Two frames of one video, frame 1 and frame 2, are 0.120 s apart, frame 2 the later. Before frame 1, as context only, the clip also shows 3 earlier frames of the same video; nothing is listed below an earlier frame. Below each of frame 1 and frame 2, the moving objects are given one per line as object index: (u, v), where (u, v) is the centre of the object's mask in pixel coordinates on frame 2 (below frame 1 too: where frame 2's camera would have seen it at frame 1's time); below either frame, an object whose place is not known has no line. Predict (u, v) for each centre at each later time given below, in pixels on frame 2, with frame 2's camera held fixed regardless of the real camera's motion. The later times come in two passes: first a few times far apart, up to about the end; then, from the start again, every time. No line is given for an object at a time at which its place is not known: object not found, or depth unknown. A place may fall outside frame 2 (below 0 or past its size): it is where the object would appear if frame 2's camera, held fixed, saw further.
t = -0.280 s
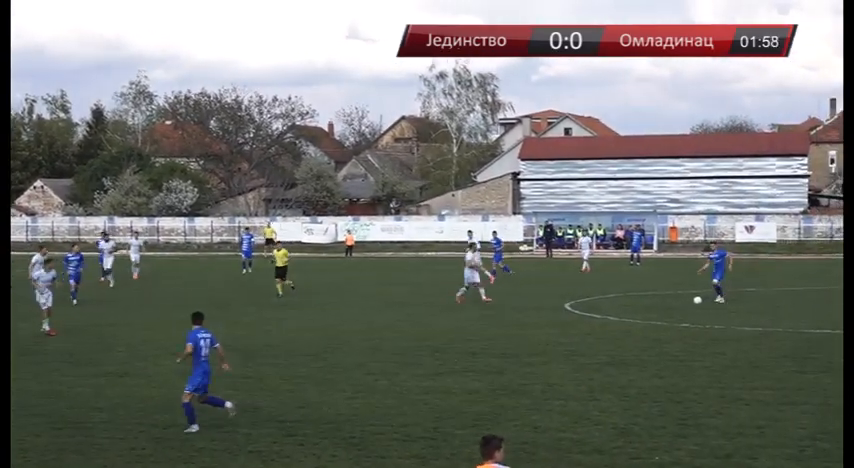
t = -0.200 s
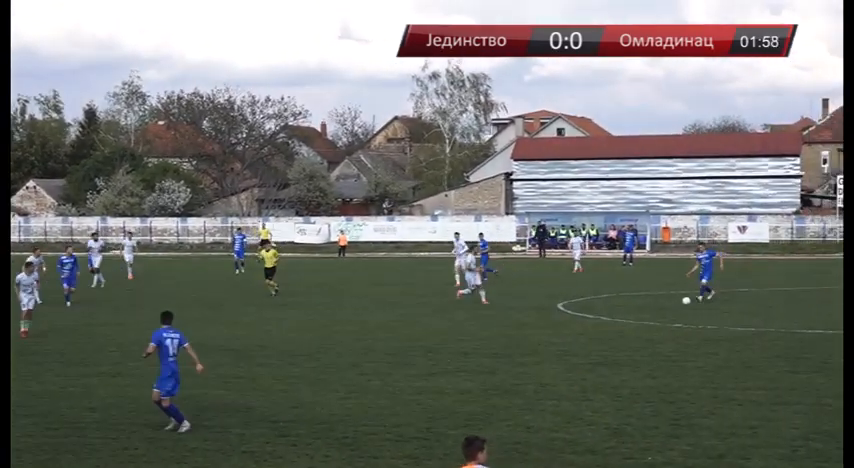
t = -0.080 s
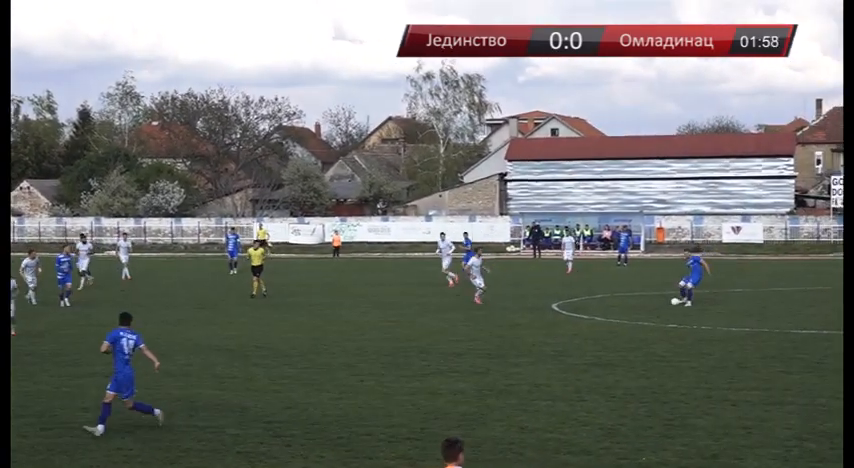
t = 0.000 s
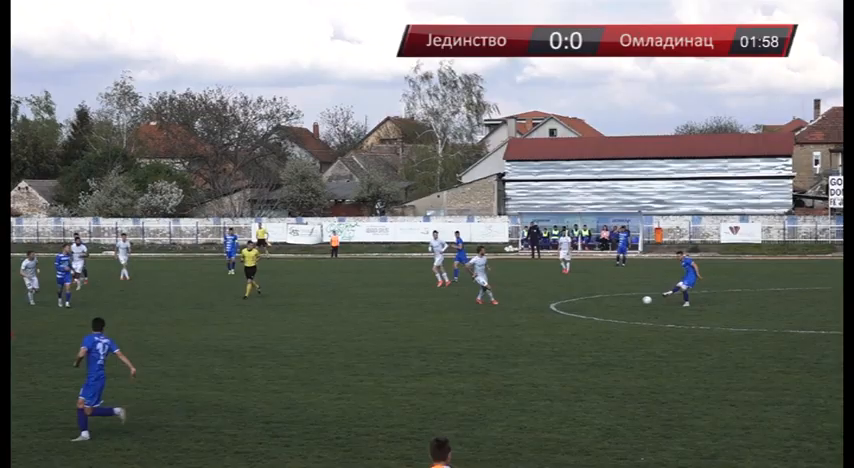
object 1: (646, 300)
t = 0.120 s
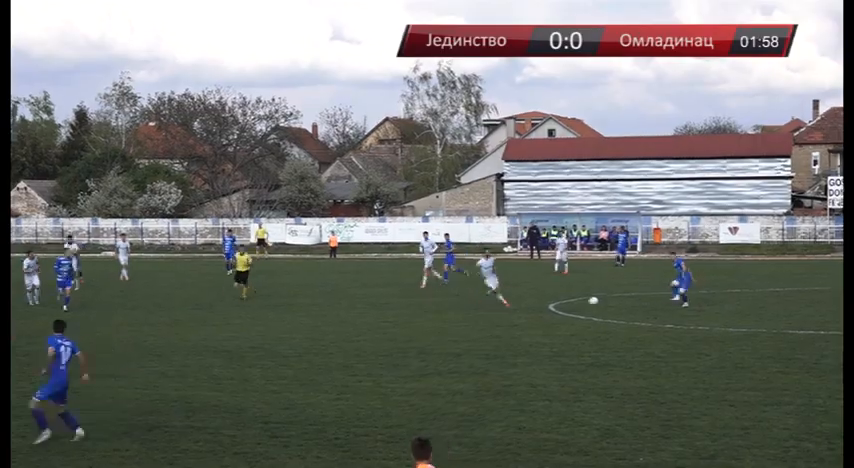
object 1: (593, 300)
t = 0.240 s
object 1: (540, 310)
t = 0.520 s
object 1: (434, 323)
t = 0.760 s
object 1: (363, 332)
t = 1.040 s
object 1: (292, 346)
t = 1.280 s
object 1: (233, 356)
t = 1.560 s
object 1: (162, 368)
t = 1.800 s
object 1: (102, 379)
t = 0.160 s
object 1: (575, 303)
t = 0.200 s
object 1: (557, 305)
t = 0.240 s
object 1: (540, 310)
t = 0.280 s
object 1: (523, 315)
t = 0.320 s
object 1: (507, 317)
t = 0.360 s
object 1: (492, 316)
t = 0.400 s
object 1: (478, 316)
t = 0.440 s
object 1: (463, 318)
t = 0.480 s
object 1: (449, 320)
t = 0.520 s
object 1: (434, 323)
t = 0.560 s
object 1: (420, 328)
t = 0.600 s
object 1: (406, 331)
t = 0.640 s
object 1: (395, 330)
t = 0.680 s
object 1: (384, 330)
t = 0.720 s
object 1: (373, 330)
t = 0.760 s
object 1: (363, 332)
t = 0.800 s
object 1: (352, 334)
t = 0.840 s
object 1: (342, 338)
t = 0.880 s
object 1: (331, 343)
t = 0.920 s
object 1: (321, 343)
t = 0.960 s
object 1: (312, 343)
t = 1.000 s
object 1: (302, 344)
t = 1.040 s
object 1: (292, 346)
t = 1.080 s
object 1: (283, 348)
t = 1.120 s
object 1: (273, 352)
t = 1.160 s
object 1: (264, 353)
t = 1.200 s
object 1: (253, 353)
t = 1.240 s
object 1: (243, 354)
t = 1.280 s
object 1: (233, 356)
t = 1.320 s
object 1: (223, 359)
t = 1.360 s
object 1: (213, 360)
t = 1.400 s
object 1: (202, 361)
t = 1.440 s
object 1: (192, 363)
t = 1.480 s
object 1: (182, 365)
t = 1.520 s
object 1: (172, 367)
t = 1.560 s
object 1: (162, 368)
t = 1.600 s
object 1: (152, 370)
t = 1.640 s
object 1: (142, 372)
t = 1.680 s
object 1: (133, 375)
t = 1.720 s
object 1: (122, 376)
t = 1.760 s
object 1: (112, 377)
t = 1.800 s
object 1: (102, 379)
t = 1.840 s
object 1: (92, 381)
